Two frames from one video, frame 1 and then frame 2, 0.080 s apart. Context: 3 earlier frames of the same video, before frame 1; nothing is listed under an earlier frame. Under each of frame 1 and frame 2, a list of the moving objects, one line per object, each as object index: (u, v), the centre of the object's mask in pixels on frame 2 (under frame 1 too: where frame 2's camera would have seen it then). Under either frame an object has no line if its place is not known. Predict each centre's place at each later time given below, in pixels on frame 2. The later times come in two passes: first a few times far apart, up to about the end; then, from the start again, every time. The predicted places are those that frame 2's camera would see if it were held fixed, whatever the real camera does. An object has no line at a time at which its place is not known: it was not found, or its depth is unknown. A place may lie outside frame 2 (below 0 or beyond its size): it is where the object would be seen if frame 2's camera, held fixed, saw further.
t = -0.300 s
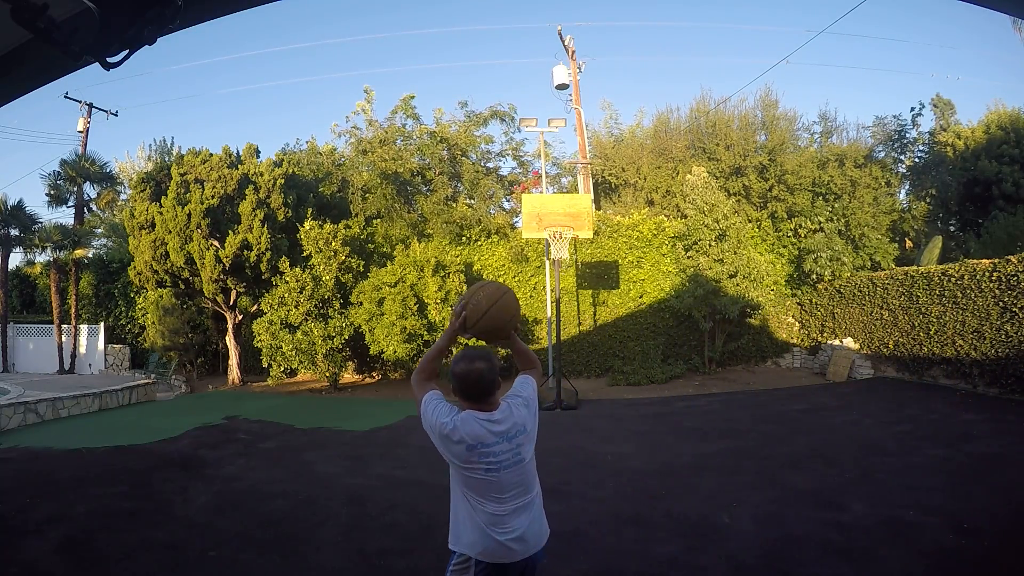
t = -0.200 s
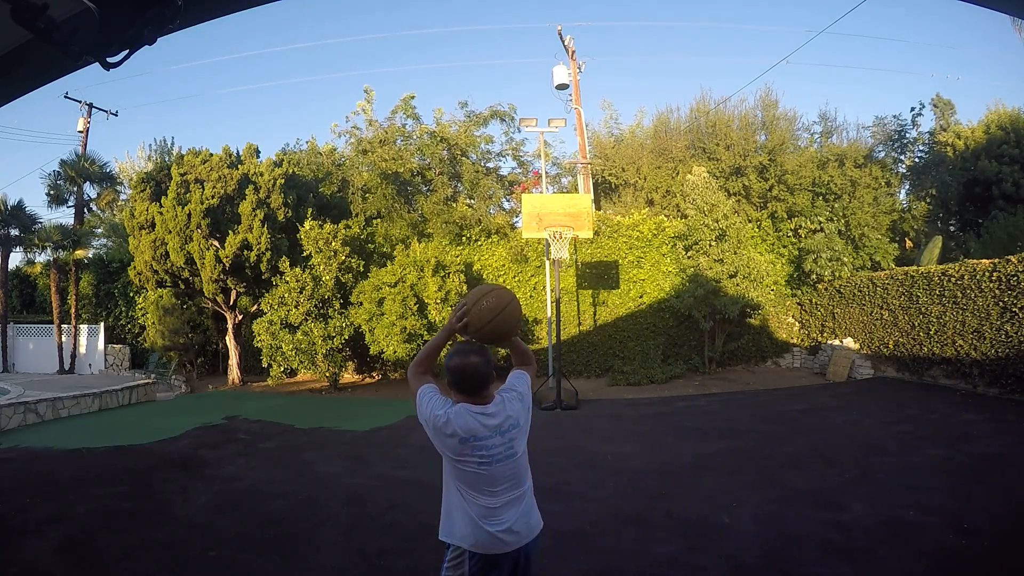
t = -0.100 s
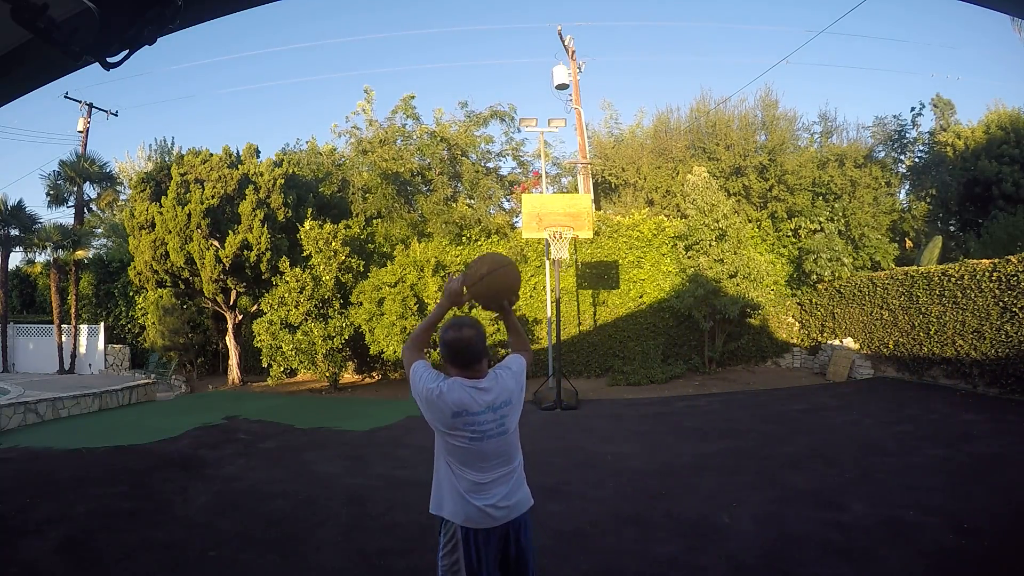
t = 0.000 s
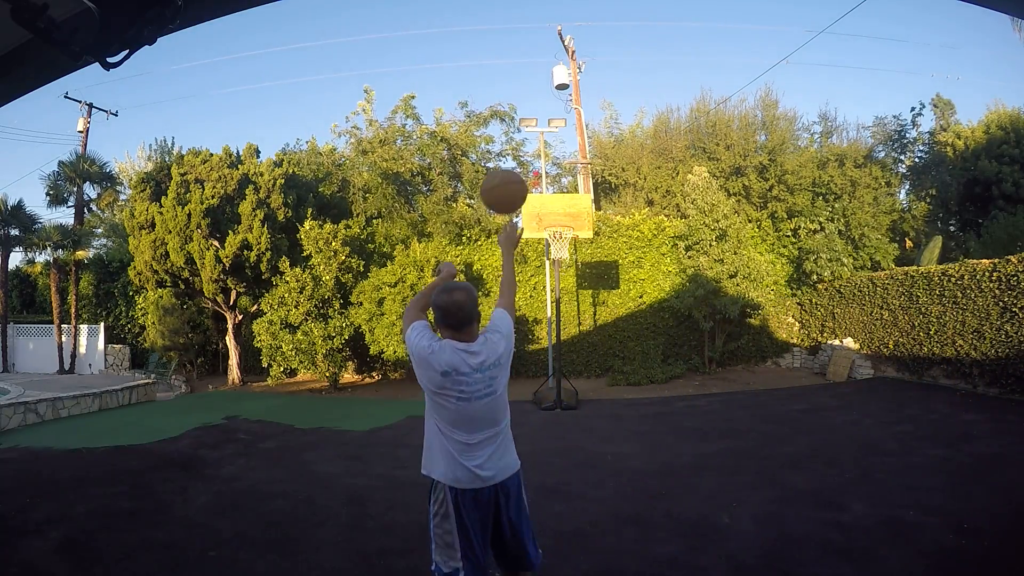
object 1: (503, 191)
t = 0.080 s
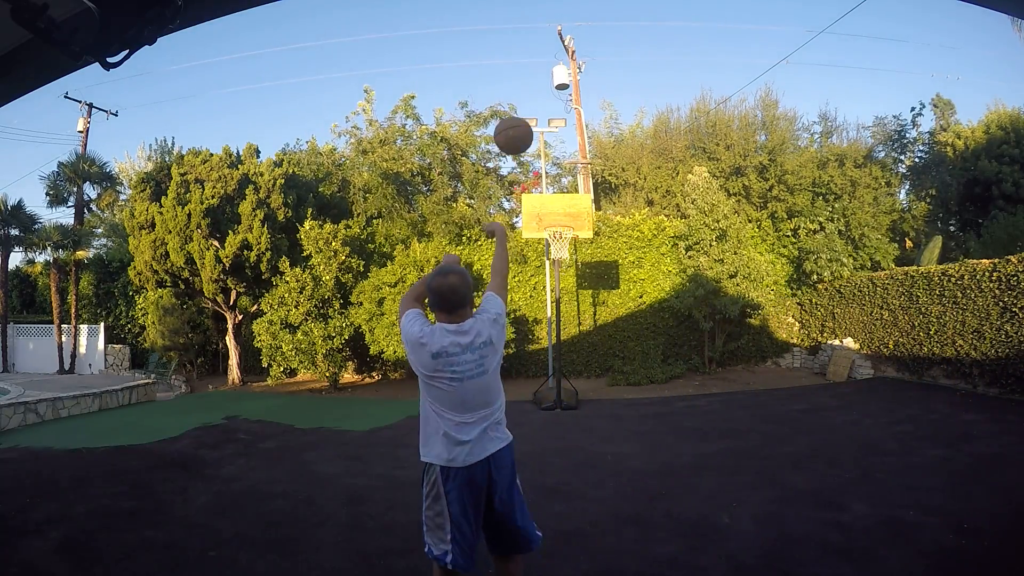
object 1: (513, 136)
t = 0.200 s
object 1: (523, 95)
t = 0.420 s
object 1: (537, 82)
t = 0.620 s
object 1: (546, 104)
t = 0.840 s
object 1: (555, 151)
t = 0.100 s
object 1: (515, 126)
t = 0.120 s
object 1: (517, 118)
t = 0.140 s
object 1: (519, 111)
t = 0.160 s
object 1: (520, 104)
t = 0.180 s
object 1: (522, 99)
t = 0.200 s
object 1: (523, 95)
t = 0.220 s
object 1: (525, 91)
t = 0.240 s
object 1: (526, 88)
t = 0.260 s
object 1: (527, 85)
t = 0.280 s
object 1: (529, 84)
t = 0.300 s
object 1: (530, 82)
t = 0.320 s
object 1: (531, 81)
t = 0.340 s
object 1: (532, 81)
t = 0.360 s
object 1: (533, 80)
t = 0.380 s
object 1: (534, 80)
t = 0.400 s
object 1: (536, 81)
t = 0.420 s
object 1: (537, 82)
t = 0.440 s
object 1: (538, 83)
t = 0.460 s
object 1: (539, 84)
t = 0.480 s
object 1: (540, 86)
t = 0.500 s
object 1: (541, 88)
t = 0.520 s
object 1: (541, 90)
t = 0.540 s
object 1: (543, 93)
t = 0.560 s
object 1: (543, 95)
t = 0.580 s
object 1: (544, 98)
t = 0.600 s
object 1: (545, 101)
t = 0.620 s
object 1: (546, 104)
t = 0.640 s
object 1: (547, 107)
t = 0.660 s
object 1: (548, 111)
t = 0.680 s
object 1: (548, 115)
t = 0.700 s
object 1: (549, 119)
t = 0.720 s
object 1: (550, 123)
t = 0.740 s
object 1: (551, 127)
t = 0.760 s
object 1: (552, 132)
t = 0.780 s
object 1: (553, 136)
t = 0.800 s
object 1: (553, 141)
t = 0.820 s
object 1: (554, 146)
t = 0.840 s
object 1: (555, 151)
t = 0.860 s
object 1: (555, 155)
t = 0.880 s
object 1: (556, 161)
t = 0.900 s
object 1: (556, 166)
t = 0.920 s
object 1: (557, 172)
